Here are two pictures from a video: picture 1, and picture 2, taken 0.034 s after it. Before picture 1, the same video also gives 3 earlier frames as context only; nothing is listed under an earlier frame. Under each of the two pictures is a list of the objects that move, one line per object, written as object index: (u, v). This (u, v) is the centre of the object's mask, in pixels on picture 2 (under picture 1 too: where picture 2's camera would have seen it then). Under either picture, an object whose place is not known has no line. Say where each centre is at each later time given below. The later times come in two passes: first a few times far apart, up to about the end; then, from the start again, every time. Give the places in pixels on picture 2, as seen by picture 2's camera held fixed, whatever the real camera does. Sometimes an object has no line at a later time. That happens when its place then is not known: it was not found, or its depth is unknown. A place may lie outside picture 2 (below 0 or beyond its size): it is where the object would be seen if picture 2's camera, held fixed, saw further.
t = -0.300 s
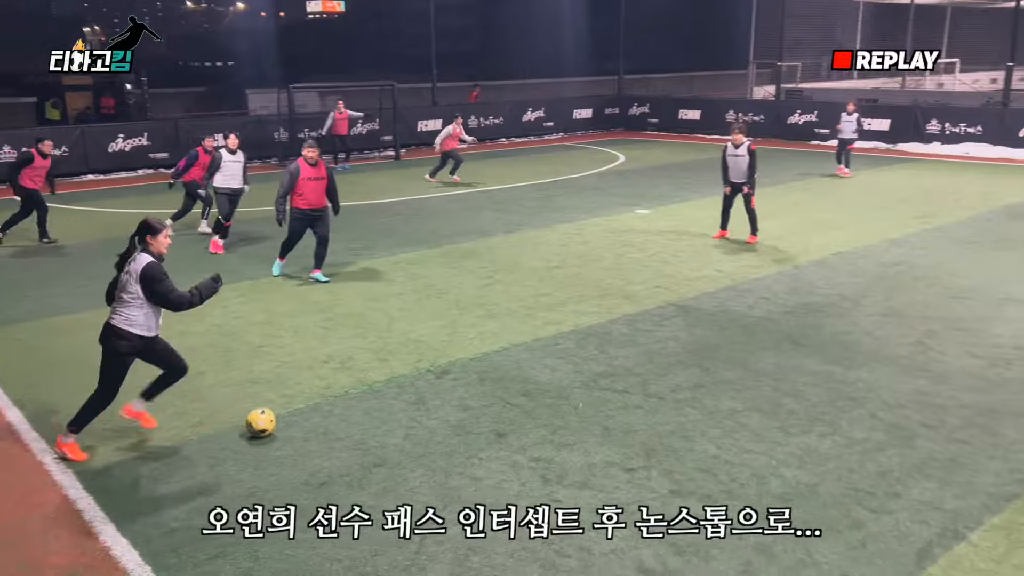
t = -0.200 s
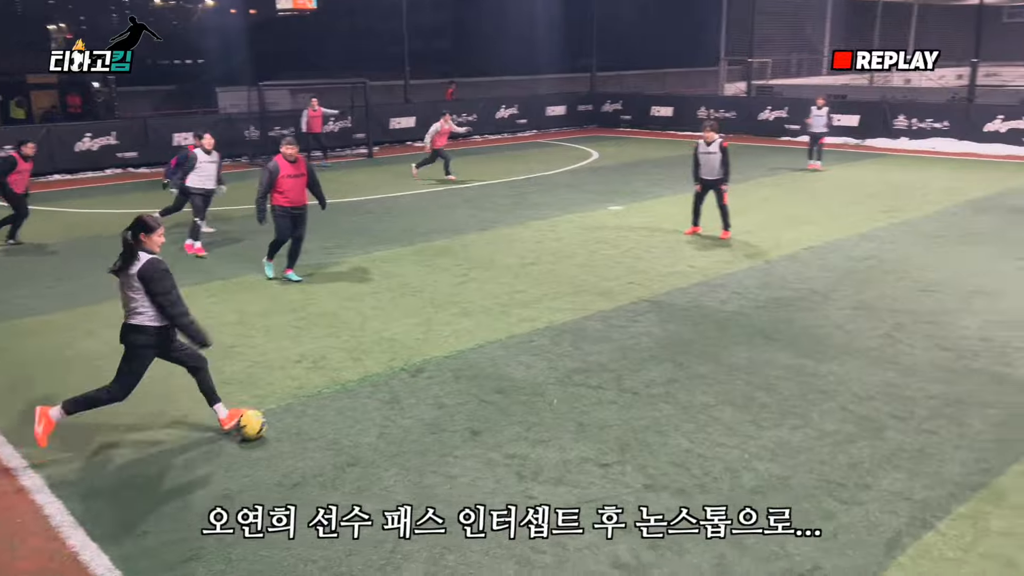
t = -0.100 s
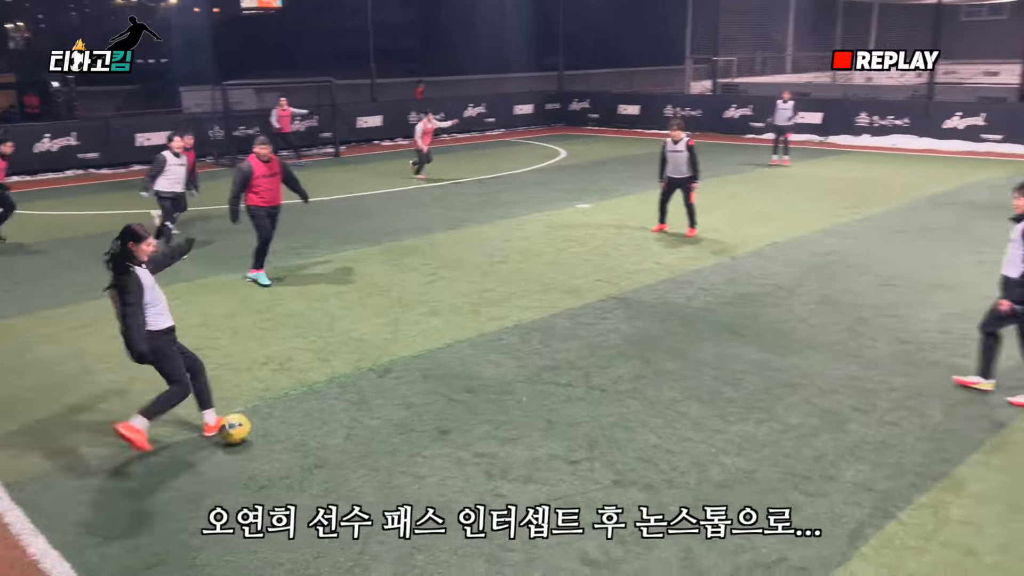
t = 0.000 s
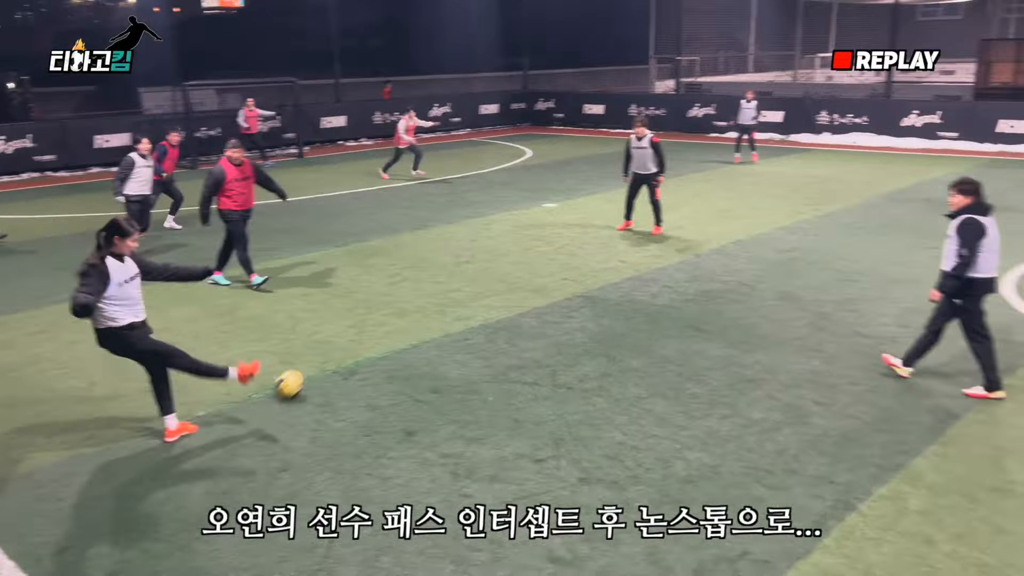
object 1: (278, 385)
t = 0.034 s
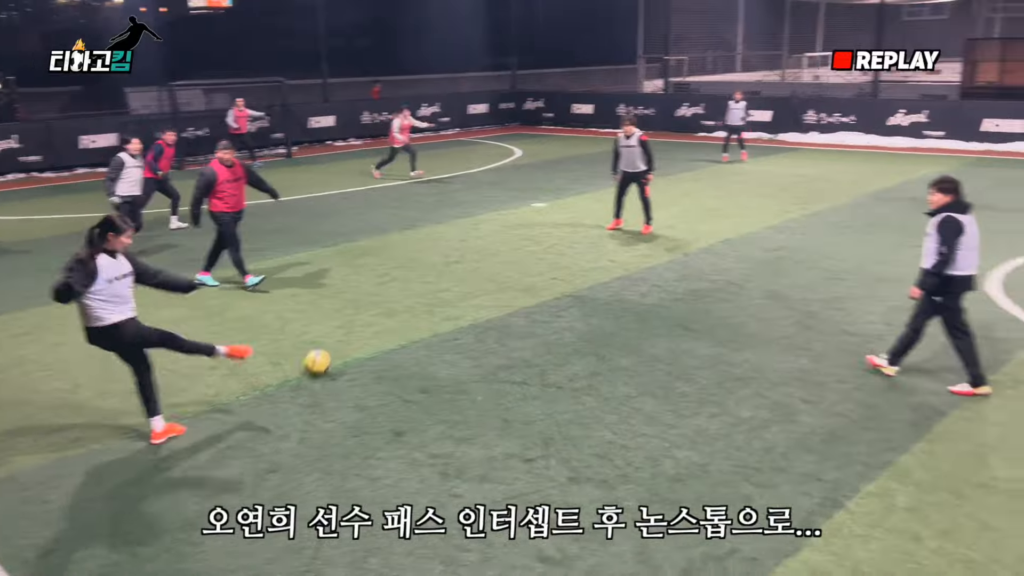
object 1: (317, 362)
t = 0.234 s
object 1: (463, 275)
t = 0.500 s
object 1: (550, 218)
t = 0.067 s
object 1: (351, 342)
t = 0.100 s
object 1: (379, 325)
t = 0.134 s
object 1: (405, 311)
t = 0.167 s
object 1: (427, 298)
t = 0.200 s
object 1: (446, 286)
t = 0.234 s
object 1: (463, 275)
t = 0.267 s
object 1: (478, 265)
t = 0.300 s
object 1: (492, 257)
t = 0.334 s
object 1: (504, 249)
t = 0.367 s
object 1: (515, 242)
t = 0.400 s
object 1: (526, 236)
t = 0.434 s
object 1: (535, 229)
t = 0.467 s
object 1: (542, 223)
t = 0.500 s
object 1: (550, 218)
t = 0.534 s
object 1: (557, 214)
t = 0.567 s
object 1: (563, 209)
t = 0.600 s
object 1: (569, 205)
